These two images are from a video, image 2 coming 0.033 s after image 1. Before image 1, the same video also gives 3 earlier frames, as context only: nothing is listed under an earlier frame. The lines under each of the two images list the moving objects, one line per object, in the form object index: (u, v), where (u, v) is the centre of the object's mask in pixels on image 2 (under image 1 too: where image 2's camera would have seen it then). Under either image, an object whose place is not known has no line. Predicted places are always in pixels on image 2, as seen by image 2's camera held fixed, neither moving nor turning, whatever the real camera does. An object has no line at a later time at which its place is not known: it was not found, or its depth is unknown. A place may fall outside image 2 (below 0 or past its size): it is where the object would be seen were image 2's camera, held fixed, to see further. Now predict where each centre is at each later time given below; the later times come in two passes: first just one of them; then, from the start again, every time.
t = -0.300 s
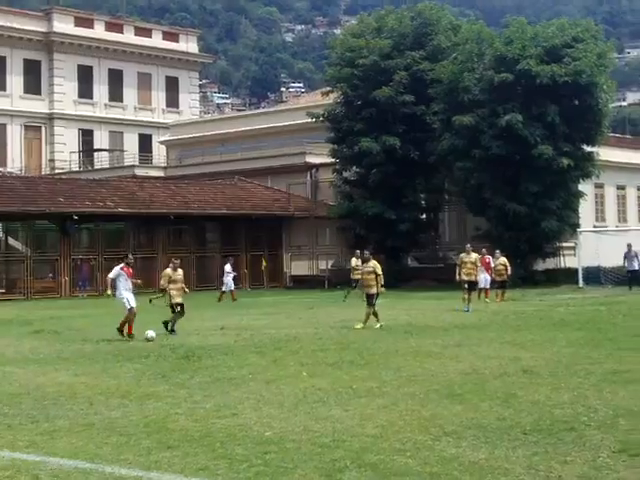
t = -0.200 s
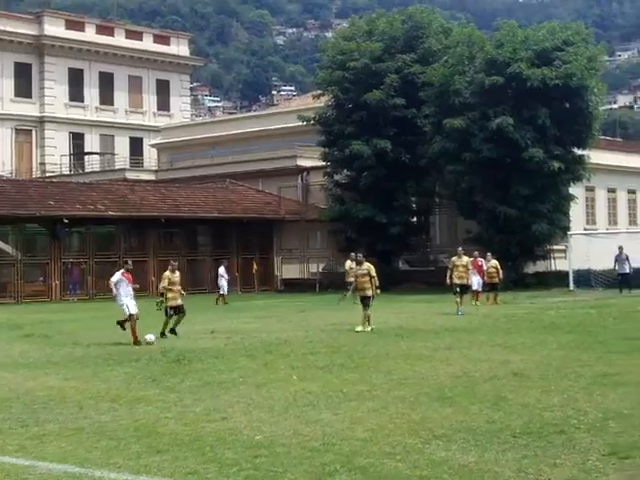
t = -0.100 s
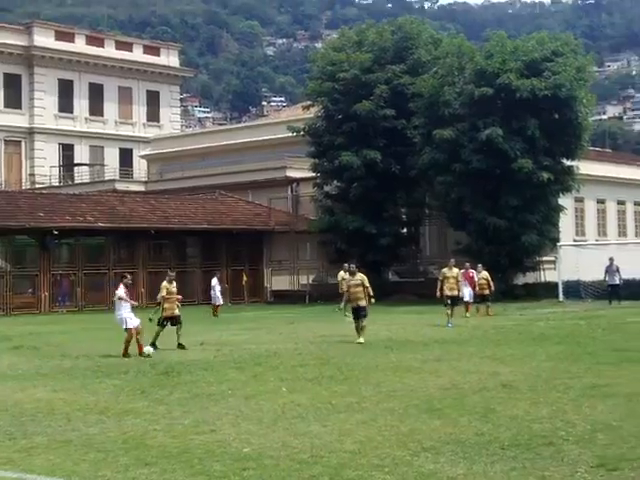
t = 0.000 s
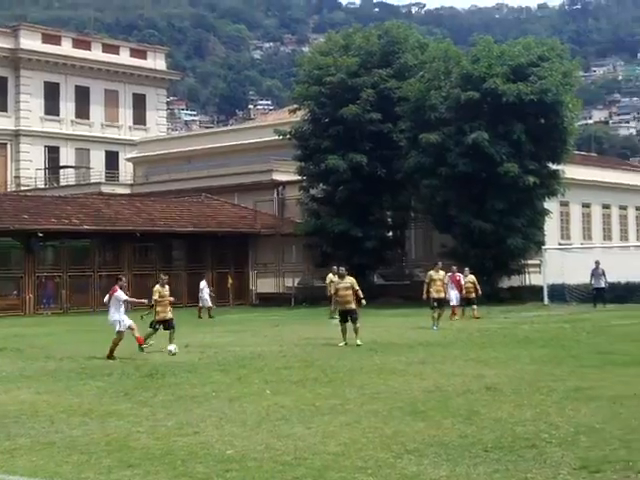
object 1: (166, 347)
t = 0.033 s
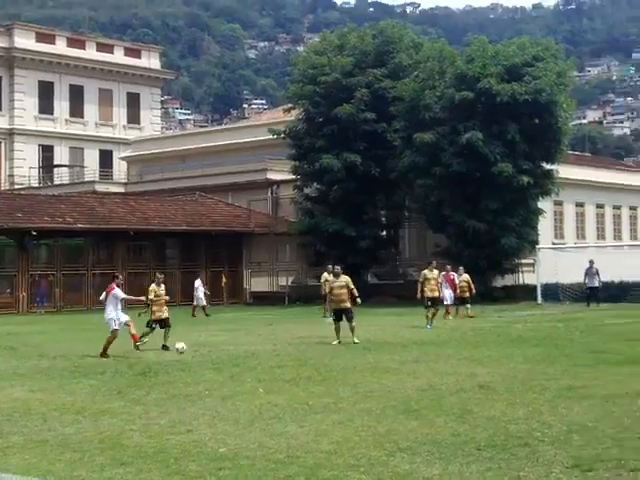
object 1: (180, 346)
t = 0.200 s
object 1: (260, 355)
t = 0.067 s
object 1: (195, 346)
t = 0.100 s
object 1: (211, 347)
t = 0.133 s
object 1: (227, 349)
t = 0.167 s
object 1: (243, 352)
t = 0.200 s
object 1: (260, 355)
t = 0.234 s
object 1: (277, 359)
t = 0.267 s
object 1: (294, 363)
